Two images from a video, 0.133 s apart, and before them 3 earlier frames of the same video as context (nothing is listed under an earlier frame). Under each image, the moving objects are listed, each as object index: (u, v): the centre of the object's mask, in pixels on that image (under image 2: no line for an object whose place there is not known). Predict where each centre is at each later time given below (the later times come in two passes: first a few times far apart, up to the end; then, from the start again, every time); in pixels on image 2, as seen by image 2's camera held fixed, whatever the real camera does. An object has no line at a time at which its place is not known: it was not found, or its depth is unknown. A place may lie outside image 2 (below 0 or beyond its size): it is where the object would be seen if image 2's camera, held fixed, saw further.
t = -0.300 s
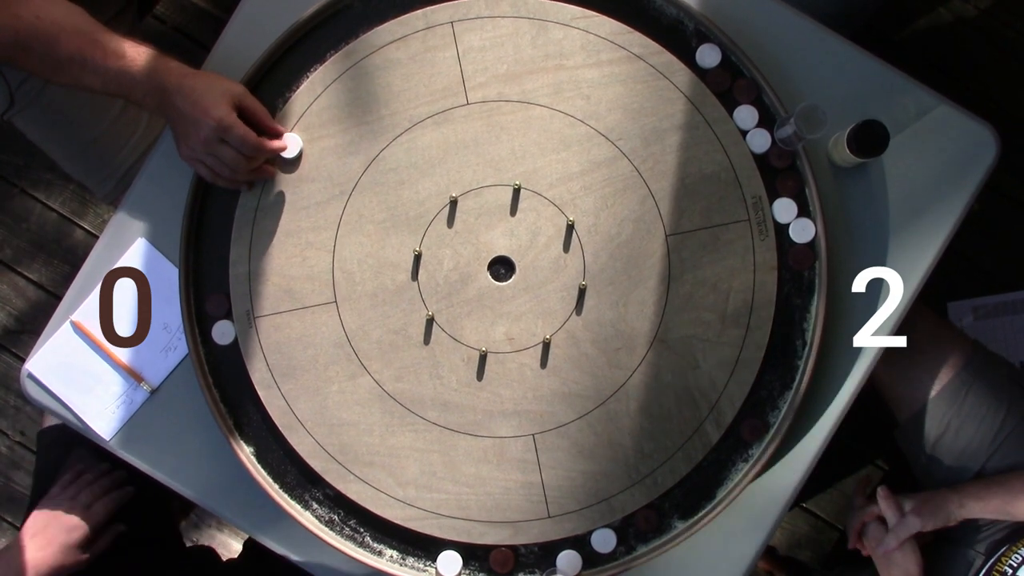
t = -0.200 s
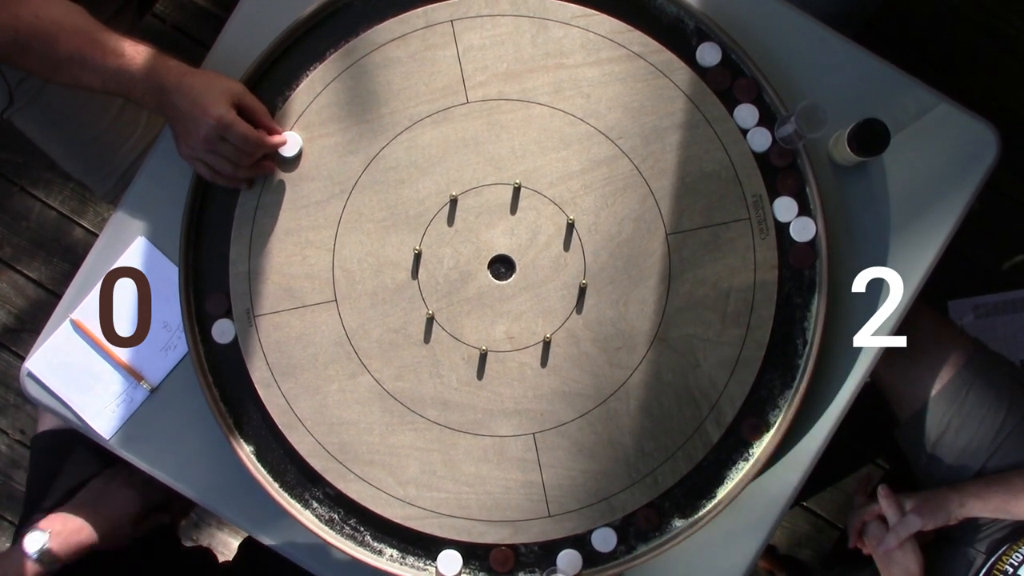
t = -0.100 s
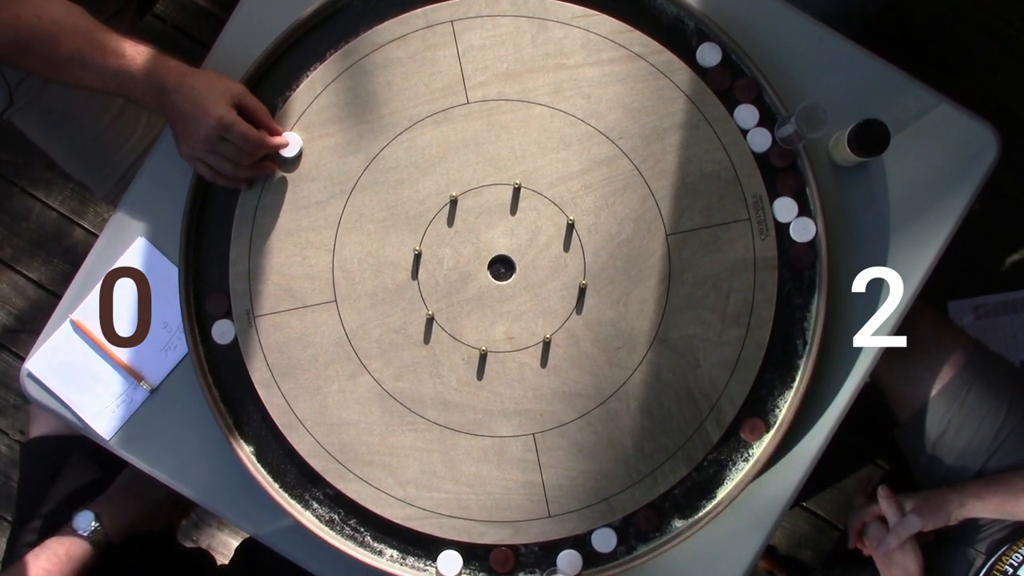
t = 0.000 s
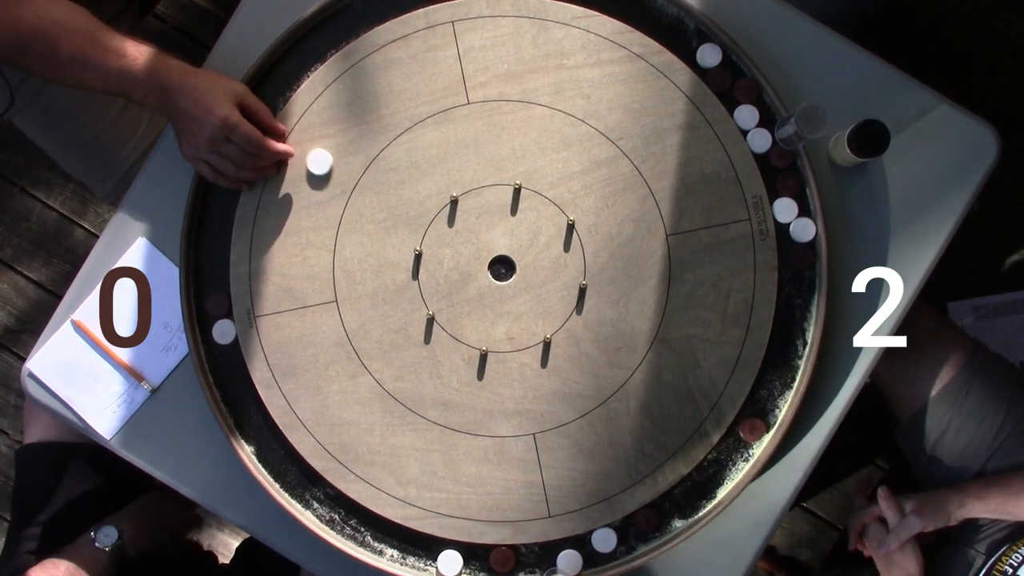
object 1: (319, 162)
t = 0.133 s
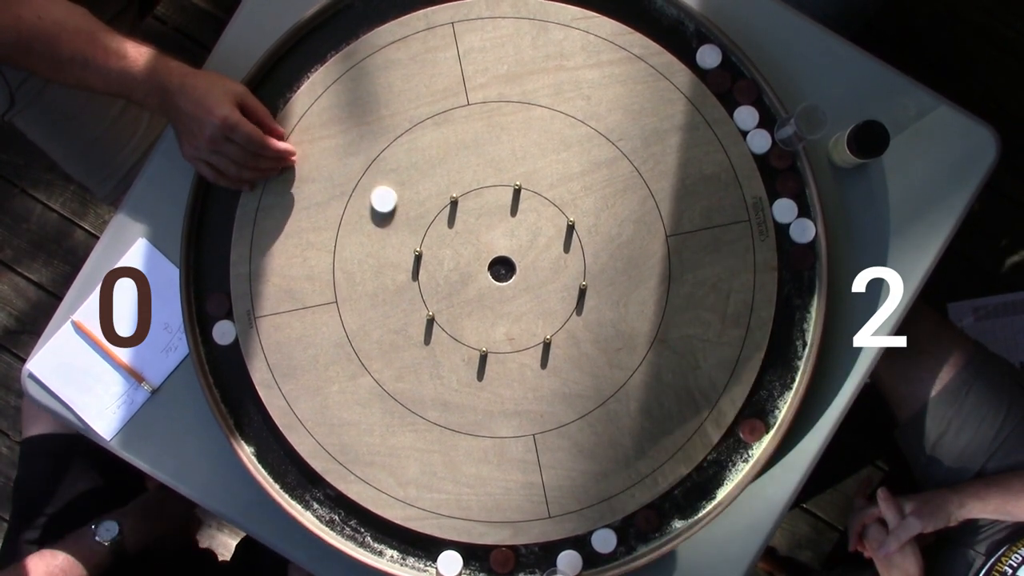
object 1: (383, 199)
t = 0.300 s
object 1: (445, 233)
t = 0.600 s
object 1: (494, 257)
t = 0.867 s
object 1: (494, 257)
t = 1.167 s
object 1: (494, 257)
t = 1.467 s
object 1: (494, 257)
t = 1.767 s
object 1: (495, 257)
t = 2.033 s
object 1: (494, 257)
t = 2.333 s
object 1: (494, 257)
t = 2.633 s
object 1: (494, 257)
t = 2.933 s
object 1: (494, 257)
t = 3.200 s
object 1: (494, 257)
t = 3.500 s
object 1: (494, 257)
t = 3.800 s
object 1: (494, 257)
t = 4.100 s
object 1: (494, 257)
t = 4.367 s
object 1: (494, 257)
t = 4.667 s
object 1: (494, 258)
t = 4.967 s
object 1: (496, 248)
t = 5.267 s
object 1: (495, 215)
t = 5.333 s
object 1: (505, 221)
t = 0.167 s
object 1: (397, 207)
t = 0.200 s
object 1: (411, 214)
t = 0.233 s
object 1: (423, 221)
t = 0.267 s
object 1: (435, 227)
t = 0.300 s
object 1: (445, 233)
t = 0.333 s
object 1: (455, 238)
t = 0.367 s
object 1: (464, 242)
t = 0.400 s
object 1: (471, 246)
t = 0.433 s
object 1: (478, 249)
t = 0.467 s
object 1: (483, 252)
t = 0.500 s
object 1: (488, 254)
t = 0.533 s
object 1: (491, 256)
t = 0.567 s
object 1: (493, 257)
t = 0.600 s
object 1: (494, 257)
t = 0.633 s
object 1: (494, 258)
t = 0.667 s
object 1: (494, 258)
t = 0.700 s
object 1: (494, 258)
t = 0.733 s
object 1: (494, 257)
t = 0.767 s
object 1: (494, 257)
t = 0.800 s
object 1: (494, 257)
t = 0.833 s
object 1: (494, 257)
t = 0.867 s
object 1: (494, 257)
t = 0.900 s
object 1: (494, 257)
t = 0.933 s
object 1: (495, 257)
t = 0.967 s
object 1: (494, 257)
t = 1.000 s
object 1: (494, 257)
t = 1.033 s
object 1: (494, 257)
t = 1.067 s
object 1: (494, 257)
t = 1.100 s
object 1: (494, 257)
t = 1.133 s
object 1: (494, 257)
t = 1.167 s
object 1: (494, 257)
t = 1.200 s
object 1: (494, 257)
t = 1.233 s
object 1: (494, 257)
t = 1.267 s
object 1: (494, 257)
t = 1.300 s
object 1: (494, 257)
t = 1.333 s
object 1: (494, 257)
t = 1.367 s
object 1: (494, 257)
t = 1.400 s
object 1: (494, 257)
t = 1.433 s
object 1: (494, 257)
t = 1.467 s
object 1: (494, 257)
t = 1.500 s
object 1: (494, 257)
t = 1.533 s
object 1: (494, 257)
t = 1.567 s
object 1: (494, 257)
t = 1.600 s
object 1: (494, 257)
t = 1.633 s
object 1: (494, 258)
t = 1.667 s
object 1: (494, 257)
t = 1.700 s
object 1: (494, 258)
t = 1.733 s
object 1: (494, 257)
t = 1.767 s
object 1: (495, 257)
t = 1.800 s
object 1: (494, 257)
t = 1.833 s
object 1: (494, 257)
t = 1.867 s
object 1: (494, 257)
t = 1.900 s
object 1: (494, 257)
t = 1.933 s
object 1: (495, 257)
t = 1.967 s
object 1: (494, 257)
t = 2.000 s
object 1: (494, 257)
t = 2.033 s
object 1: (494, 257)
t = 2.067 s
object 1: (494, 257)
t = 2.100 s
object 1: (494, 257)
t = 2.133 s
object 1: (494, 257)
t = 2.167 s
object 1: (495, 257)
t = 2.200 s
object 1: (494, 257)
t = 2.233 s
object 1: (494, 257)
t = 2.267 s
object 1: (494, 257)
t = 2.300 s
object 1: (494, 257)
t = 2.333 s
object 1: (494, 257)
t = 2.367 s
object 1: (494, 257)
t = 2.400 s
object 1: (494, 257)
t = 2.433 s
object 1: (494, 258)
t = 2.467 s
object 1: (494, 257)
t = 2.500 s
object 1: (494, 257)
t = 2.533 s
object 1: (494, 257)
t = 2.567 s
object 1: (494, 257)
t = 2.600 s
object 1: (494, 257)
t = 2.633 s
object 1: (494, 257)
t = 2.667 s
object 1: (494, 257)
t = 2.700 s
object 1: (494, 257)
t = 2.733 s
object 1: (494, 257)
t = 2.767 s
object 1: (494, 257)
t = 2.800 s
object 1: (494, 257)
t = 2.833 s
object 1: (494, 257)
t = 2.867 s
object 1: (494, 257)
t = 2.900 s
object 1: (494, 257)
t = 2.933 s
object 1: (494, 257)
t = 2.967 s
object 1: (494, 257)
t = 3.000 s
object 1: (494, 257)
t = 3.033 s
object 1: (494, 257)
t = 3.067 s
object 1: (494, 257)
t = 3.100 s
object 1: (494, 258)
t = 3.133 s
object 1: (494, 257)
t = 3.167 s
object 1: (494, 257)
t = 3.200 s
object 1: (494, 257)
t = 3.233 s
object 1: (494, 257)
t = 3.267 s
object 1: (494, 257)
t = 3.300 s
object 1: (494, 257)
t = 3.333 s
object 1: (494, 257)
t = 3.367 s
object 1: (494, 257)
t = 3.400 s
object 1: (494, 257)
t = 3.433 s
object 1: (494, 257)
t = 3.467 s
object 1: (494, 257)
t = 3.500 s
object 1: (494, 257)
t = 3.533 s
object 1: (494, 257)
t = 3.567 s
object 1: (494, 257)
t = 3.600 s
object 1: (494, 257)
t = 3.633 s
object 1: (494, 257)
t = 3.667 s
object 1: (494, 257)
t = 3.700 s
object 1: (494, 257)
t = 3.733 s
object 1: (494, 257)
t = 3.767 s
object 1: (494, 257)
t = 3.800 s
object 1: (494, 257)
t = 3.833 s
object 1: (494, 257)
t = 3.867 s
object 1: (494, 258)
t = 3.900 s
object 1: (494, 257)
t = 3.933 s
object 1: (494, 257)
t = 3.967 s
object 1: (494, 258)
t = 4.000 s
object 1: (494, 257)
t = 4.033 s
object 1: (494, 257)
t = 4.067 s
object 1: (494, 257)
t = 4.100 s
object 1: (494, 257)
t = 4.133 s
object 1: (494, 257)
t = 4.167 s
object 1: (494, 257)
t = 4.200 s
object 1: (494, 257)
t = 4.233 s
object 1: (494, 257)
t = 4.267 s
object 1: (494, 257)
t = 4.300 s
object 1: (494, 257)
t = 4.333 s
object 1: (494, 257)
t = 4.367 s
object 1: (494, 257)
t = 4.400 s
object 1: (494, 257)
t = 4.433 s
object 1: (494, 257)
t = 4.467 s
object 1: (494, 257)
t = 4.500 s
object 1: (494, 257)
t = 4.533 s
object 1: (494, 257)
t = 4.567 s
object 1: (494, 257)
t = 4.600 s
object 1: (494, 258)
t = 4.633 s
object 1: (494, 258)
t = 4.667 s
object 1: (494, 258)
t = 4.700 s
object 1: (494, 257)
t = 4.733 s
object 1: (494, 257)
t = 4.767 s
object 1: (494, 258)
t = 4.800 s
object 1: (494, 257)
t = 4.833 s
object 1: (494, 257)
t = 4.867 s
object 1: (494, 257)
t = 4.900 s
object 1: (494, 257)
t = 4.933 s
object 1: (494, 257)
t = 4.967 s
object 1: (496, 248)
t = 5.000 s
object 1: (499, 230)
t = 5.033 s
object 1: (502, 213)
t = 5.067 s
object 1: (503, 197)
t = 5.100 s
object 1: (491, 197)
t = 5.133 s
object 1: (478, 198)
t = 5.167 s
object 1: (473, 200)
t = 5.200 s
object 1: (481, 206)
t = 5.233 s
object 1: (489, 211)
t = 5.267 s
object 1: (495, 215)
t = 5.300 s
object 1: (500, 218)
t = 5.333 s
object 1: (505, 221)
